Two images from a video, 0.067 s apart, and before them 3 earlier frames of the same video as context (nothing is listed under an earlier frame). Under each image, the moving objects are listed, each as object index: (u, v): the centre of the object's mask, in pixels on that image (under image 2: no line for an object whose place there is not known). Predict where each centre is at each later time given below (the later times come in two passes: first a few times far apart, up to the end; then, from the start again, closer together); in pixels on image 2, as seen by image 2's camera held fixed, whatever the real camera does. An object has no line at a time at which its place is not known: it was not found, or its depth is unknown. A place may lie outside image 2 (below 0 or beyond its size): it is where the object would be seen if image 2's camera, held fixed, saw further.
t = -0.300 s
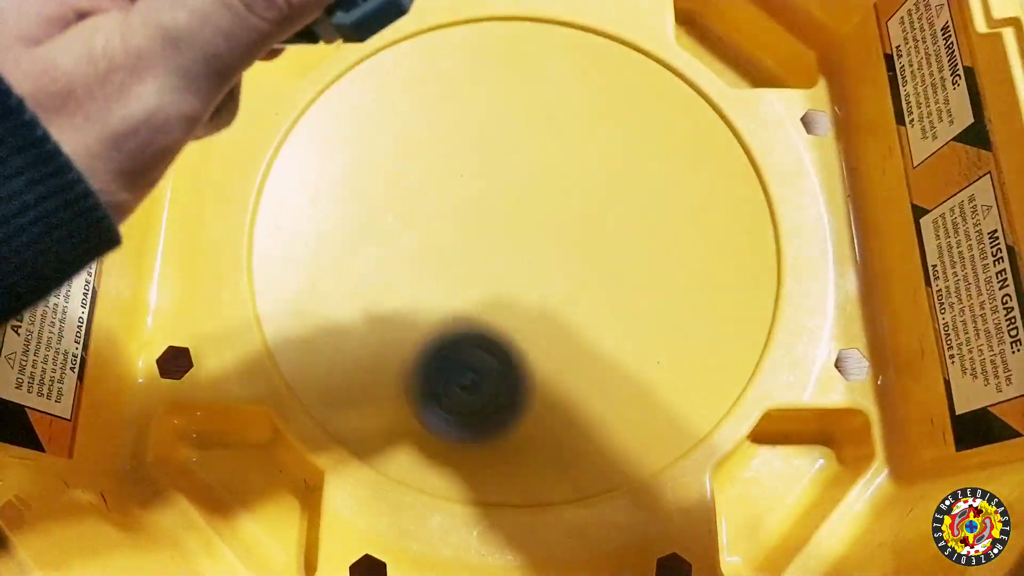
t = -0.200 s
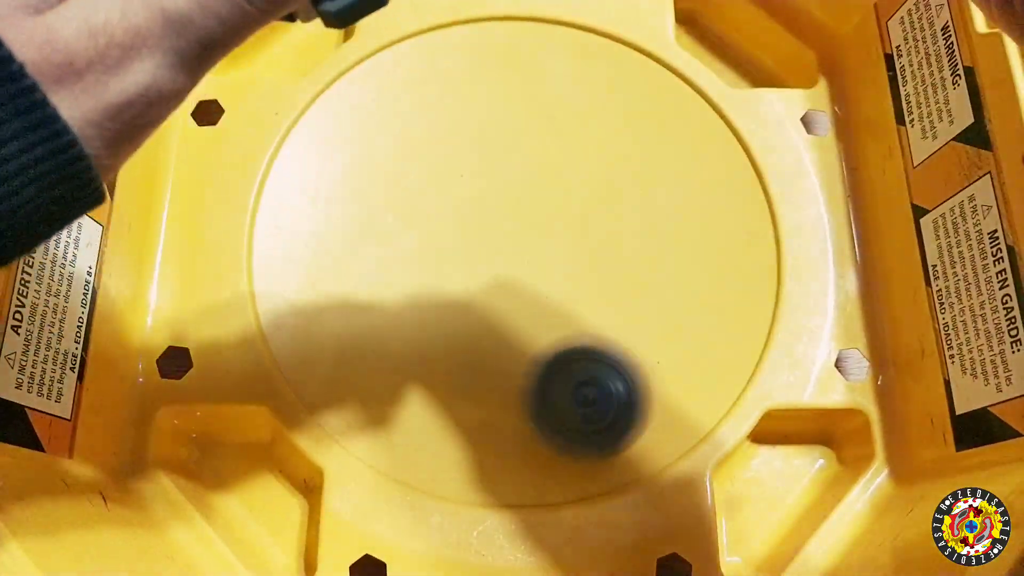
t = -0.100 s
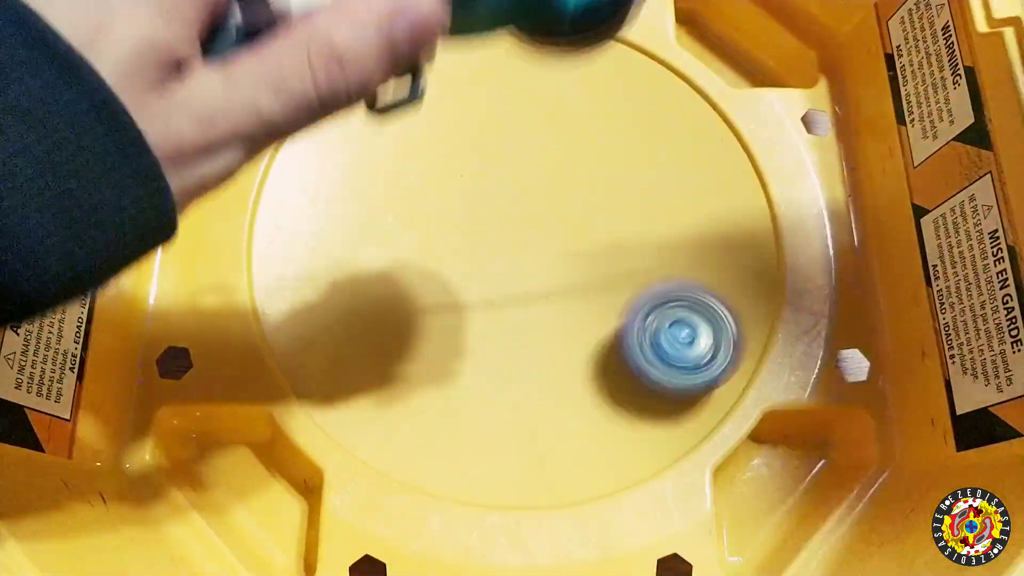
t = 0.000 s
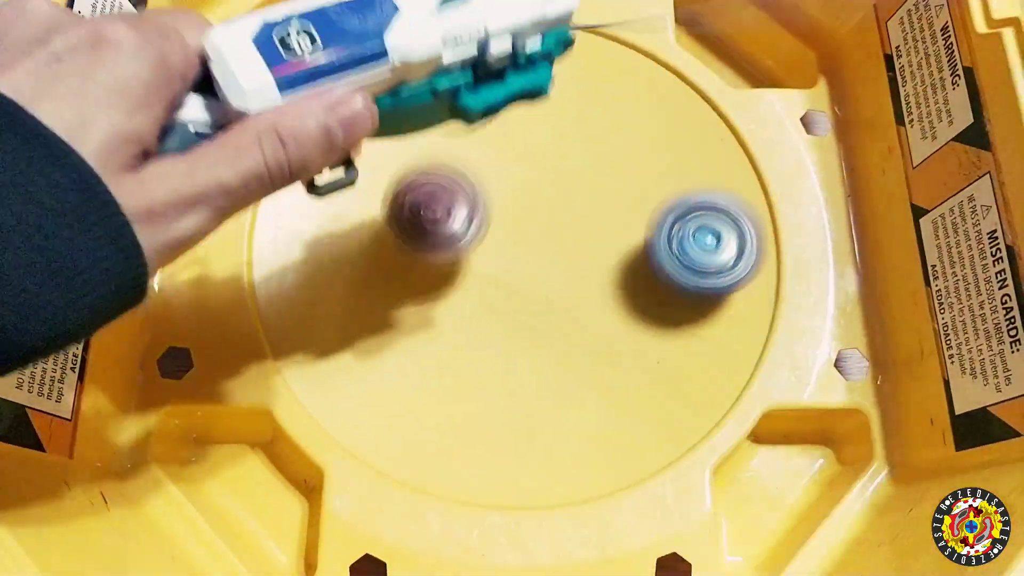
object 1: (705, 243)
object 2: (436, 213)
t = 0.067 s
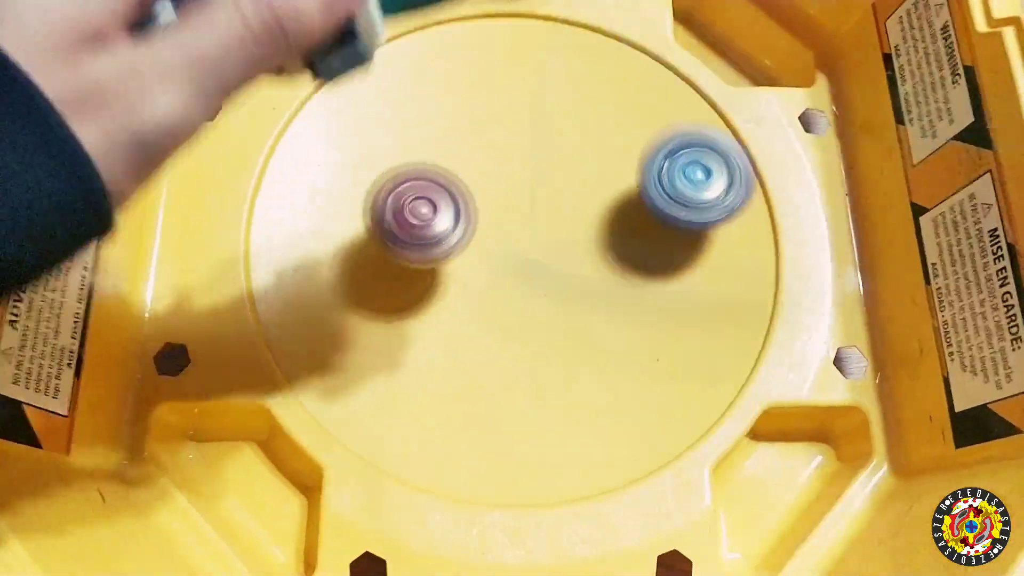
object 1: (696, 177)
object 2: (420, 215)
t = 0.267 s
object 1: (548, 107)
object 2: (435, 257)
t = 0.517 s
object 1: (354, 215)
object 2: (514, 256)
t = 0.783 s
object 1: (490, 371)
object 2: (540, 187)
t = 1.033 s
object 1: (605, 208)
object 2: (501, 165)
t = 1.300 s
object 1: (523, 111)
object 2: (389, 196)
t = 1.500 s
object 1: (522, 160)
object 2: (311, 399)
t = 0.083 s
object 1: (691, 166)
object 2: (416, 218)
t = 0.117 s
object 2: (413, 236)
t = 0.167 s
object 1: (641, 128)
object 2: (415, 246)
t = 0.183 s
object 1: (627, 121)
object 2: (416, 249)
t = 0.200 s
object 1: (612, 117)
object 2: (420, 251)
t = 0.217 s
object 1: (597, 113)
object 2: (423, 252)
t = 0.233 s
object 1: (581, 110)
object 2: (427, 254)
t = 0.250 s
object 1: (565, 108)
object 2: (431, 256)
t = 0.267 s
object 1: (548, 107)
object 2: (435, 257)
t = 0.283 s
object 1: (533, 109)
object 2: (439, 258)
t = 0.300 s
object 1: (517, 110)
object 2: (443, 259)
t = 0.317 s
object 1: (501, 113)
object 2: (448, 259)
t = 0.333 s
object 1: (484, 118)
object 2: (452, 259)
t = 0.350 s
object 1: (470, 124)
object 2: (457, 259)
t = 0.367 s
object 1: (455, 132)
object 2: (462, 258)
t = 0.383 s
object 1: (441, 140)
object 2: (466, 256)
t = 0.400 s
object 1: (428, 150)
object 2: (470, 255)
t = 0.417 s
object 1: (417, 158)
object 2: (476, 255)
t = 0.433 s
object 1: (403, 163)
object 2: (483, 259)
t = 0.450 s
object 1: (390, 171)
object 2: (490, 261)
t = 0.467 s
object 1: (379, 179)
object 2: (496, 262)
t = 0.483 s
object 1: (369, 189)
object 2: (502, 261)
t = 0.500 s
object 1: (361, 201)
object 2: (508, 259)
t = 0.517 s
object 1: (354, 215)
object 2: (514, 256)
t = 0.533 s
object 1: (349, 228)
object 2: (519, 253)
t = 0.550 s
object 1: (346, 243)
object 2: (523, 250)
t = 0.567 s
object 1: (345, 257)
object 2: (528, 246)
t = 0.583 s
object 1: (347, 272)
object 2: (531, 241)
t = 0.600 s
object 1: (350, 285)
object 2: (535, 237)
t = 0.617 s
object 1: (355, 299)
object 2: (537, 232)
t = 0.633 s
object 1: (363, 312)
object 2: (539, 227)
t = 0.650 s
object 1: (372, 324)
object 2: (540, 222)
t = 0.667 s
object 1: (383, 336)
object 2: (542, 218)
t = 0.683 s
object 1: (396, 346)
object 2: (542, 213)
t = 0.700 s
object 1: (410, 354)
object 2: (543, 208)
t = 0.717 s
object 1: (424, 361)
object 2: (543, 204)
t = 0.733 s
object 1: (440, 367)
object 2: (542, 199)
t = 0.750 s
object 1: (457, 371)
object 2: (542, 195)
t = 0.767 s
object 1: (474, 372)
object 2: (541, 191)
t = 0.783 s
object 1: (490, 371)
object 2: (540, 187)
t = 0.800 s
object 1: (506, 368)
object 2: (538, 184)
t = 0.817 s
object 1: (522, 362)
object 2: (536, 181)
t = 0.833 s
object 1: (537, 356)
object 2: (535, 178)
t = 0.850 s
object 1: (550, 348)
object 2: (532, 175)
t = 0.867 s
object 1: (562, 338)
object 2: (530, 173)
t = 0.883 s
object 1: (574, 326)
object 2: (527, 171)
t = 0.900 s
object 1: (584, 315)
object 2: (525, 169)
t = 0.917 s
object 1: (591, 303)
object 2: (522, 167)
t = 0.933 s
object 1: (598, 289)
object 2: (519, 166)
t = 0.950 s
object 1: (602, 276)
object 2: (516, 165)
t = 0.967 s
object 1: (605, 261)
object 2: (513, 165)
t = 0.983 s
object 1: (607, 248)
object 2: (511, 164)
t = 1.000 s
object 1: (609, 234)
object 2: (508, 165)
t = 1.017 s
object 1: (607, 220)
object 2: (505, 165)
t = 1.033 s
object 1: (605, 208)
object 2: (501, 165)
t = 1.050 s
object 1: (605, 196)
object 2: (496, 163)
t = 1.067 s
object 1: (608, 188)
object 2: (484, 157)
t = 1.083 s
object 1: (611, 181)
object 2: (471, 151)
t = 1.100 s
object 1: (611, 173)
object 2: (461, 148)
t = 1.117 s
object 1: (611, 164)
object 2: (452, 147)
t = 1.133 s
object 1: (608, 156)
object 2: (443, 148)
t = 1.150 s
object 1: (604, 147)
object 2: (436, 149)
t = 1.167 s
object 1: (598, 138)
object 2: (428, 152)
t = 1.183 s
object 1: (591, 131)
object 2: (421, 155)
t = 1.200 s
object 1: (584, 124)
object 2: (415, 159)
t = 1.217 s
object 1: (575, 119)
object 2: (409, 165)
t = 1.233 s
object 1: (566, 115)
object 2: (404, 170)
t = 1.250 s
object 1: (556, 111)
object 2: (399, 176)
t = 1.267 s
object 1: (545, 110)
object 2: (394, 182)
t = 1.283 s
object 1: (535, 109)
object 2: (391, 189)
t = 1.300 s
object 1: (523, 111)
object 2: (389, 196)
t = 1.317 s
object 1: (512, 114)
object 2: (387, 204)
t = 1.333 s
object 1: (502, 119)
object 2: (386, 211)
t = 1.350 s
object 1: (492, 125)
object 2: (386, 219)
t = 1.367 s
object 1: (483, 133)
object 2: (387, 228)
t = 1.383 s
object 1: (475, 142)
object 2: (389, 235)
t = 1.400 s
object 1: (469, 152)
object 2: (393, 244)
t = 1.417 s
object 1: (464, 162)
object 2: (395, 251)
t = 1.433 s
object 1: (473, 162)
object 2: (372, 279)
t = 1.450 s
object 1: (486, 160)
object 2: (352, 307)
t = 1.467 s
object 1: (499, 160)
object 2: (331, 343)
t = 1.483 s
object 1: (511, 158)
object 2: (317, 371)
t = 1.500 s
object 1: (522, 160)
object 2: (311, 399)
